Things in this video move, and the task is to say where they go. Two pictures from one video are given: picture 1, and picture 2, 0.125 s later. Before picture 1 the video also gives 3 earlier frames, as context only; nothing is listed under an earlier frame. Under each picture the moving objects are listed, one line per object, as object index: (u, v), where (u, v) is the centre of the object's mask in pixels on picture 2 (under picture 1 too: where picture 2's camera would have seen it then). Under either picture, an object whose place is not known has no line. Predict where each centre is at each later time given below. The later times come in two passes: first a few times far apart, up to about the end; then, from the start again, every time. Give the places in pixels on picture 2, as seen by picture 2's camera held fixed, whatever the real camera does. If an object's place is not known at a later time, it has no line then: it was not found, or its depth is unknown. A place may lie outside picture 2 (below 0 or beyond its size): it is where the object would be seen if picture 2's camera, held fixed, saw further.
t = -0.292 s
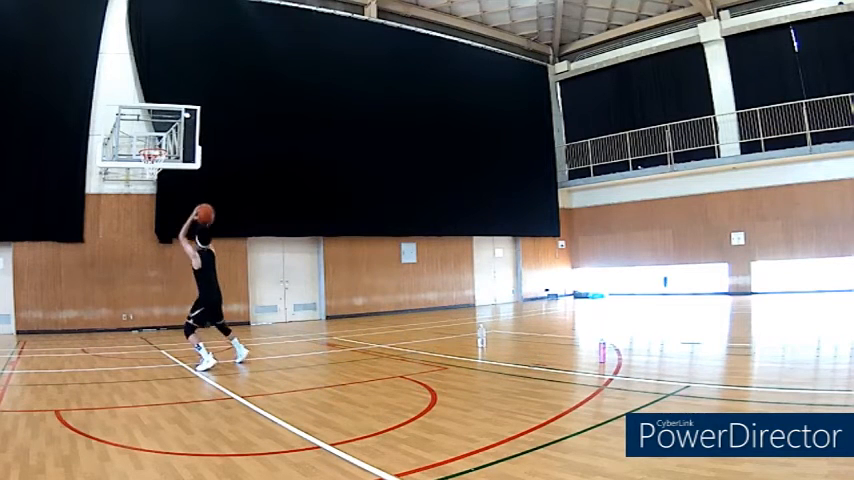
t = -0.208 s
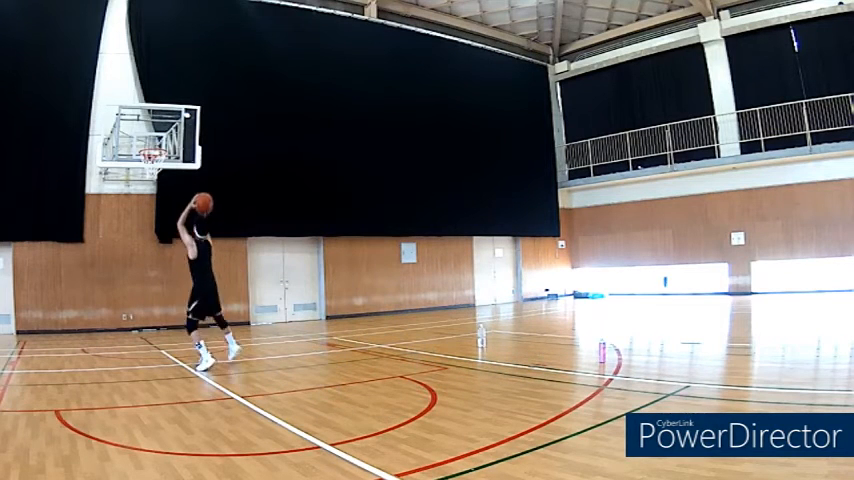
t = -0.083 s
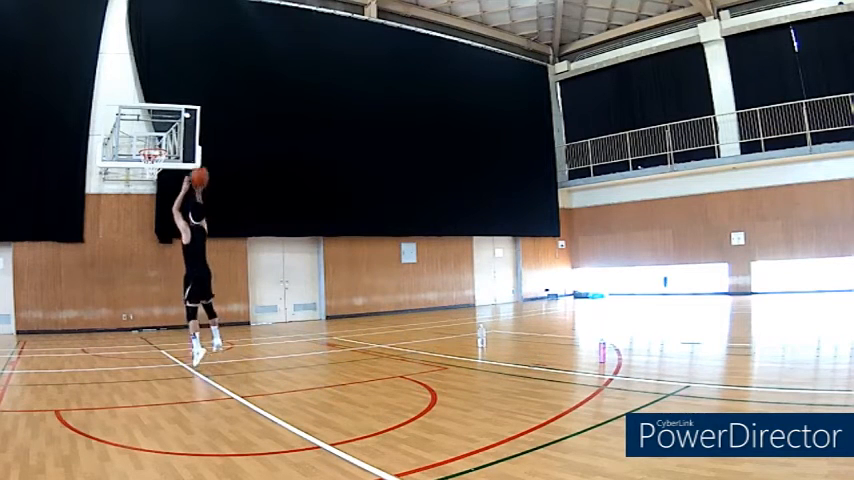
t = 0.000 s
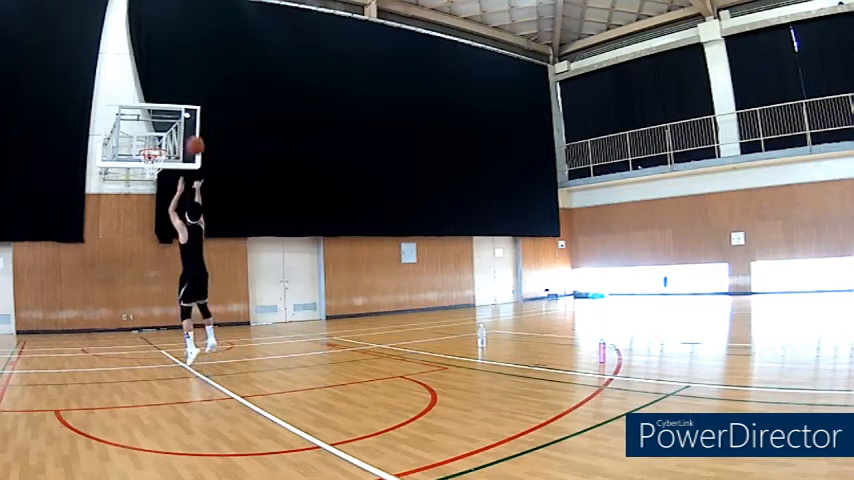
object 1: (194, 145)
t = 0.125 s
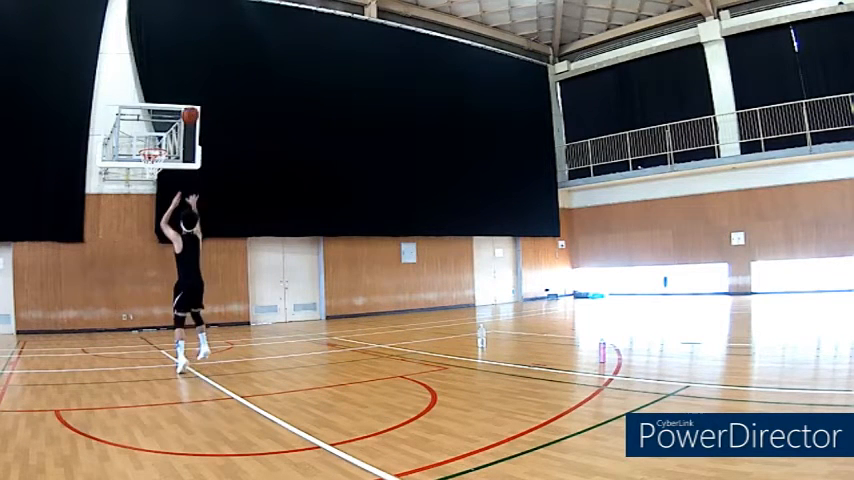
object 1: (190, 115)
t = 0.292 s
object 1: (183, 94)
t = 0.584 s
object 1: (171, 100)
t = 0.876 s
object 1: (154, 145)
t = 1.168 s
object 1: (141, 125)
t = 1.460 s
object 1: (134, 142)
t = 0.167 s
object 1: (188, 104)
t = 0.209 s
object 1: (186, 101)
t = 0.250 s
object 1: (185, 97)
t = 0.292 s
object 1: (183, 94)
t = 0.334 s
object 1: (182, 92)
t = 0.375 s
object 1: (180, 91)
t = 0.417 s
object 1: (179, 91)
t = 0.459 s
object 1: (176, 92)
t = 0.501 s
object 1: (175, 94)
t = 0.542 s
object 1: (173, 96)
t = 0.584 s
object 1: (171, 100)
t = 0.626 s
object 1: (170, 104)
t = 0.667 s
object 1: (168, 111)
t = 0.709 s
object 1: (166, 118)
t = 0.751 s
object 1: (163, 129)
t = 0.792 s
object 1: (162, 136)
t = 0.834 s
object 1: (159, 145)
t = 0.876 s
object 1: (154, 145)
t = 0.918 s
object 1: (145, 145)
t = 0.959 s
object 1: (143, 143)
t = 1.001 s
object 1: (143, 136)
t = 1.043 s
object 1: (142, 133)
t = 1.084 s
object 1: (142, 129)
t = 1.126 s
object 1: (141, 127)
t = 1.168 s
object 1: (141, 125)
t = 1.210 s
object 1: (140, 124)
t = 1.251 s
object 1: (140, 124)
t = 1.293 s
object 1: (139, 126)
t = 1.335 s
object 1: (138, 127)
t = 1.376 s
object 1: (137, 131)
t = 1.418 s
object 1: (136, 135)
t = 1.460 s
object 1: (134, 142)
